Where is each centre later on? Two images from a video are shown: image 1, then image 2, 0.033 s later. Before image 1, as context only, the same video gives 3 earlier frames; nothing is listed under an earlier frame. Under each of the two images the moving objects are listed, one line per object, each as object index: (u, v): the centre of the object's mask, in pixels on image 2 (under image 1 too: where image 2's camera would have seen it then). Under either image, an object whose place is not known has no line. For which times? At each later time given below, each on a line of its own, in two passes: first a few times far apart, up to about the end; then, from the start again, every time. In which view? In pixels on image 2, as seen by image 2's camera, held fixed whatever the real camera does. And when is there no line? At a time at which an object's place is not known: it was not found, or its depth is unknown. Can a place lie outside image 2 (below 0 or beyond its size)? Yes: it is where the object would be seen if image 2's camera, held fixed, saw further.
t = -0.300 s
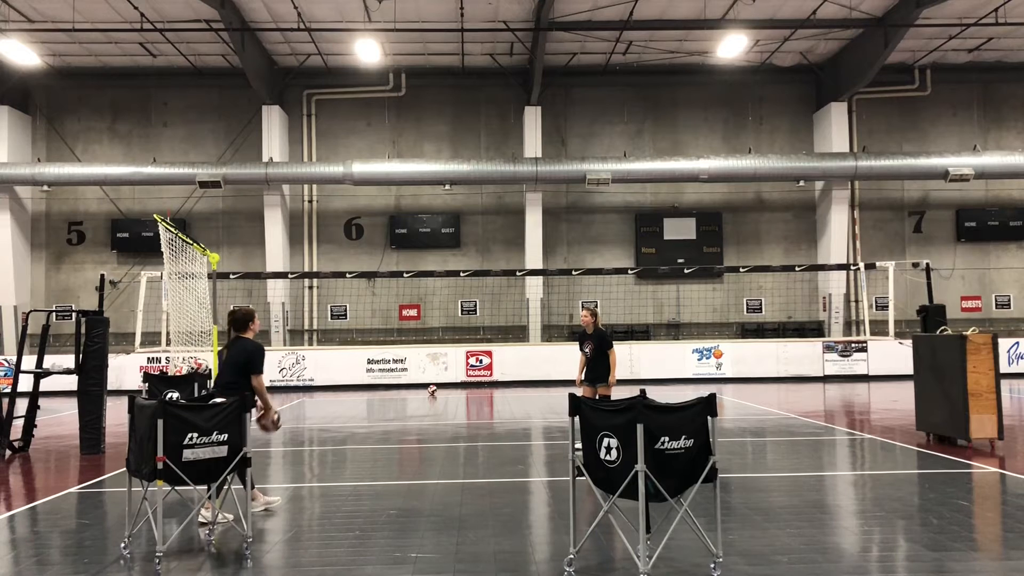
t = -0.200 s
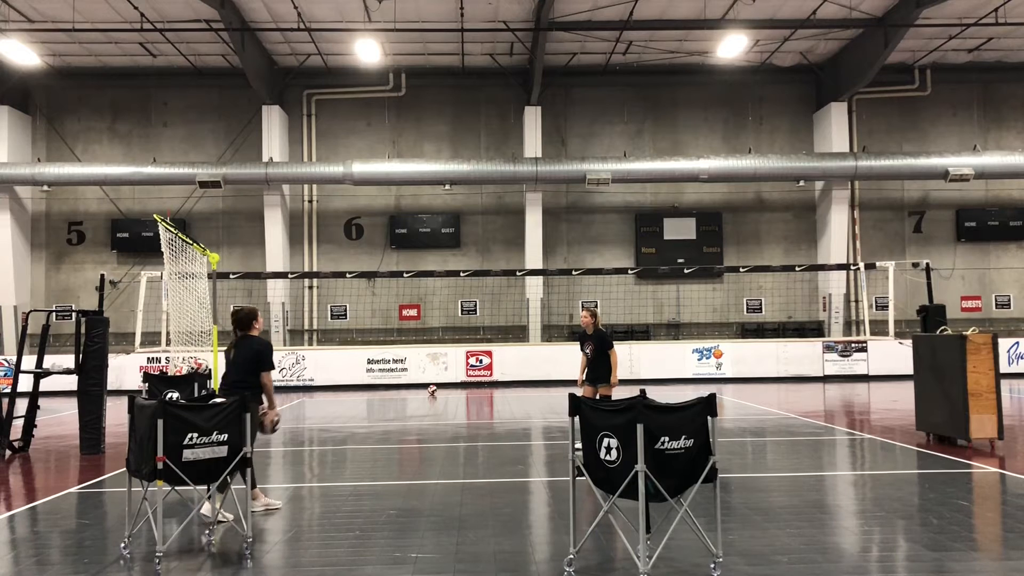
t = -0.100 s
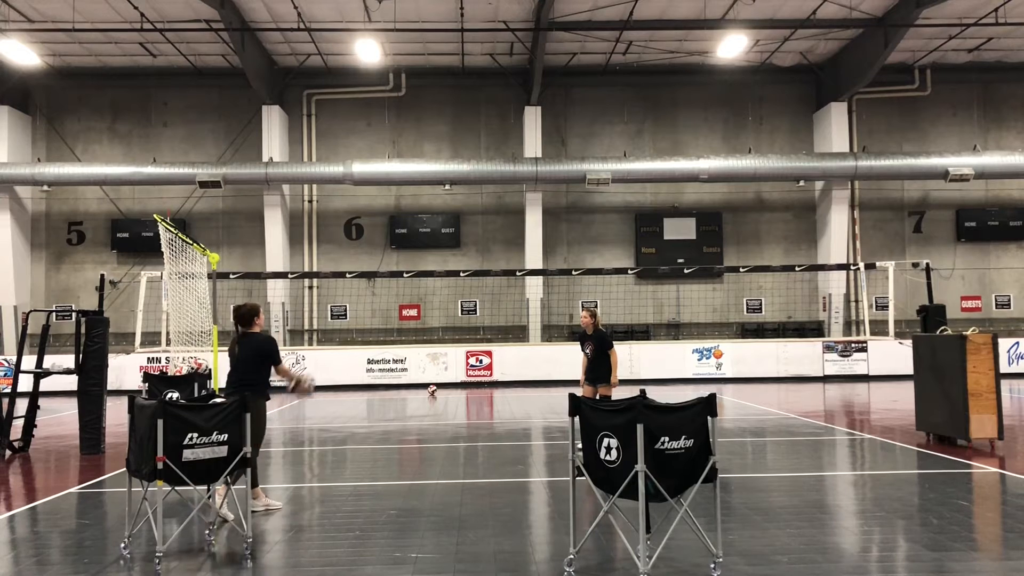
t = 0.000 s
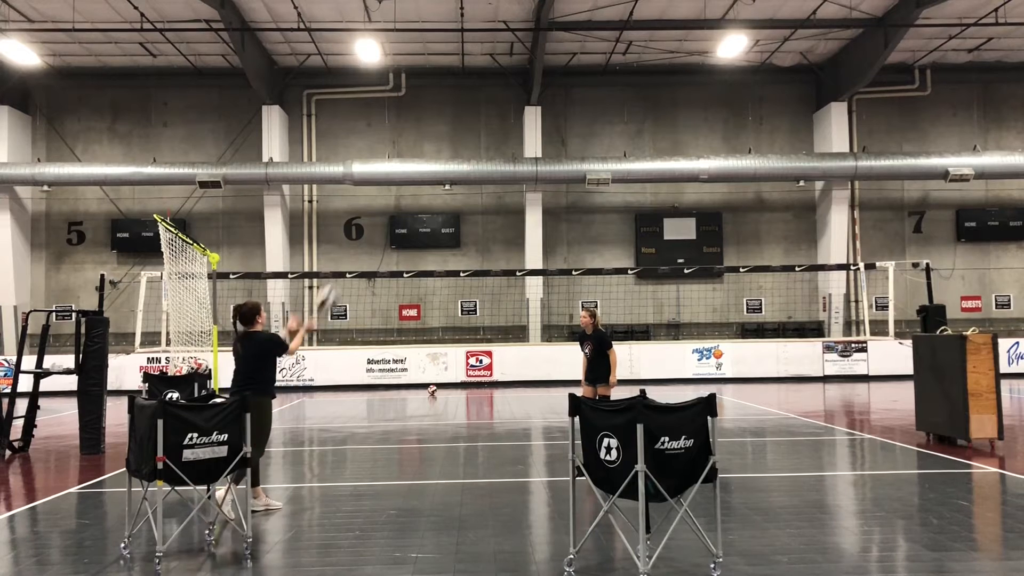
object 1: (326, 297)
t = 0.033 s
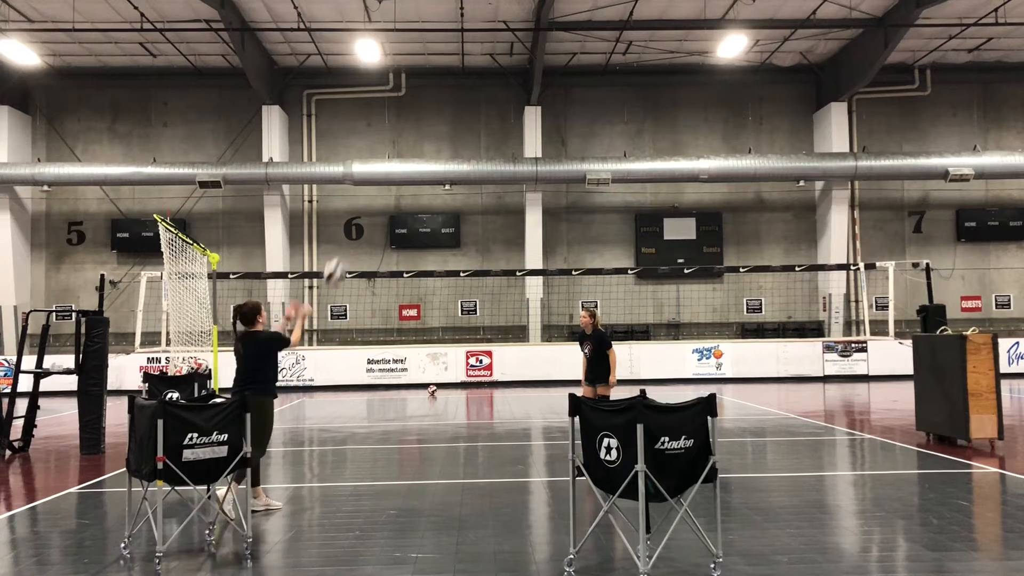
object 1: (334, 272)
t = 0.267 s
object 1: (378, 131)
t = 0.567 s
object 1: (426, 53)
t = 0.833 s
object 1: (464, 58)
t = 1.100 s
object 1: (498, 122)
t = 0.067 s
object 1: (341, 247)
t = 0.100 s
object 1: (349, 225)
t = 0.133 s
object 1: (353, 201)
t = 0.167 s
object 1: (360, 183)
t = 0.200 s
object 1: (366, 164)
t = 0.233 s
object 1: (371, 146)
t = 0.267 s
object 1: (378, 131)
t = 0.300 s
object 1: (383, 118)
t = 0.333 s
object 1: (389, 107)
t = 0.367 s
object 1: (394, 95)
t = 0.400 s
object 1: (400, 85)
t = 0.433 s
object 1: (405, 77)
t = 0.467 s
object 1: (410, 69)
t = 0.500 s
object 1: (416, 63)
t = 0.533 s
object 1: (421, 57)
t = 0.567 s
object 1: (426, 53)
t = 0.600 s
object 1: (431, 51)
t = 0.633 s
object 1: (436, 49)
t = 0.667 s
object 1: (441, 47)
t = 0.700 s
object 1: (445, 48)
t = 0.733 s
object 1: (450, 49)
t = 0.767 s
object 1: (455, 51)
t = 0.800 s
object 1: (459, 54)
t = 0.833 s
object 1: (464, 58)
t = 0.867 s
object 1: (469, 64)
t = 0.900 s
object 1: (473, 69)
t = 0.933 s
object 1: (477, 76)
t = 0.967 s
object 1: (482, 84)
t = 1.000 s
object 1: (486, 92)
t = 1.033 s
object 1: (490, 101)
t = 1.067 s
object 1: (494, 111)
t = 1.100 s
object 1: (498, 122)
